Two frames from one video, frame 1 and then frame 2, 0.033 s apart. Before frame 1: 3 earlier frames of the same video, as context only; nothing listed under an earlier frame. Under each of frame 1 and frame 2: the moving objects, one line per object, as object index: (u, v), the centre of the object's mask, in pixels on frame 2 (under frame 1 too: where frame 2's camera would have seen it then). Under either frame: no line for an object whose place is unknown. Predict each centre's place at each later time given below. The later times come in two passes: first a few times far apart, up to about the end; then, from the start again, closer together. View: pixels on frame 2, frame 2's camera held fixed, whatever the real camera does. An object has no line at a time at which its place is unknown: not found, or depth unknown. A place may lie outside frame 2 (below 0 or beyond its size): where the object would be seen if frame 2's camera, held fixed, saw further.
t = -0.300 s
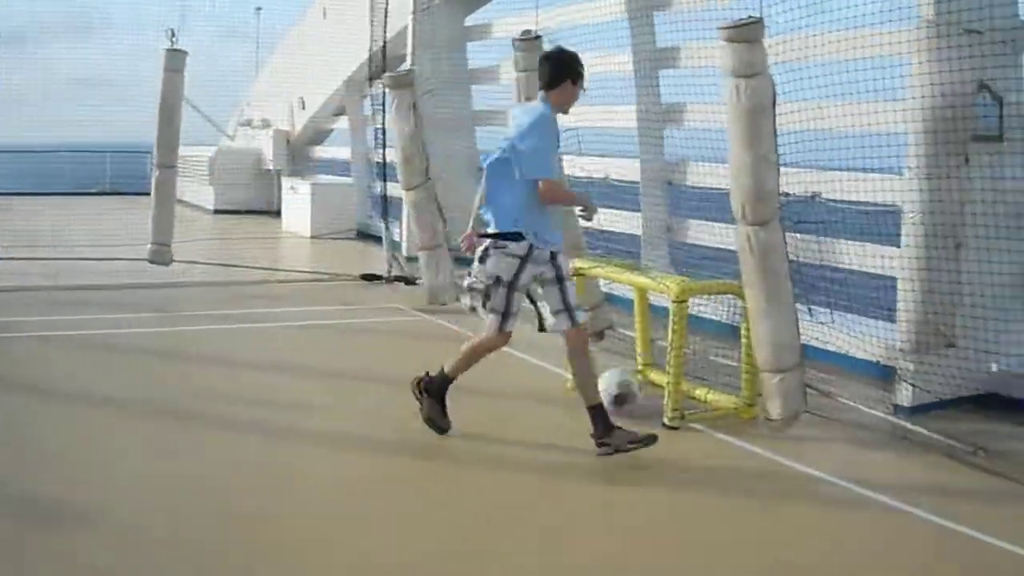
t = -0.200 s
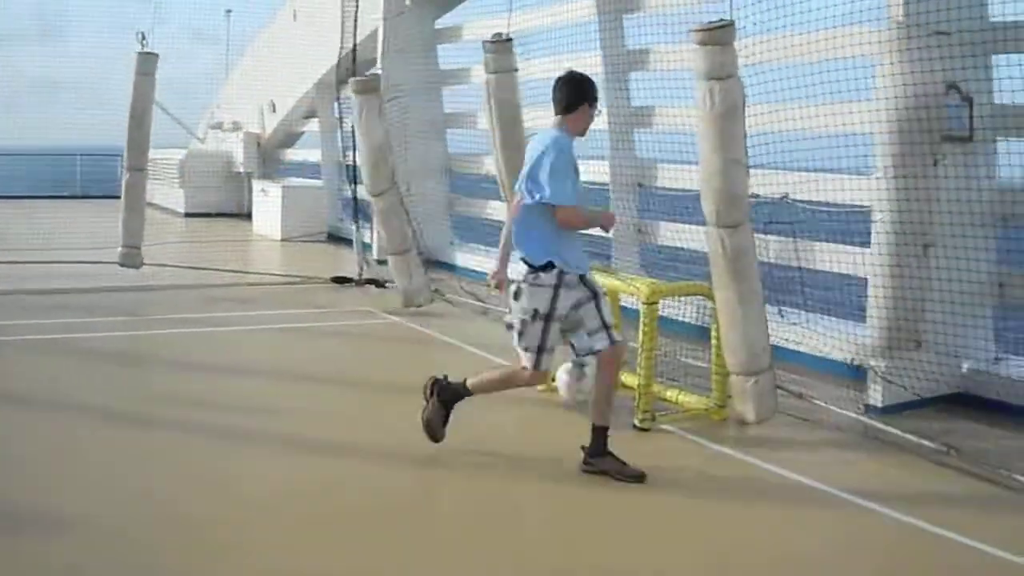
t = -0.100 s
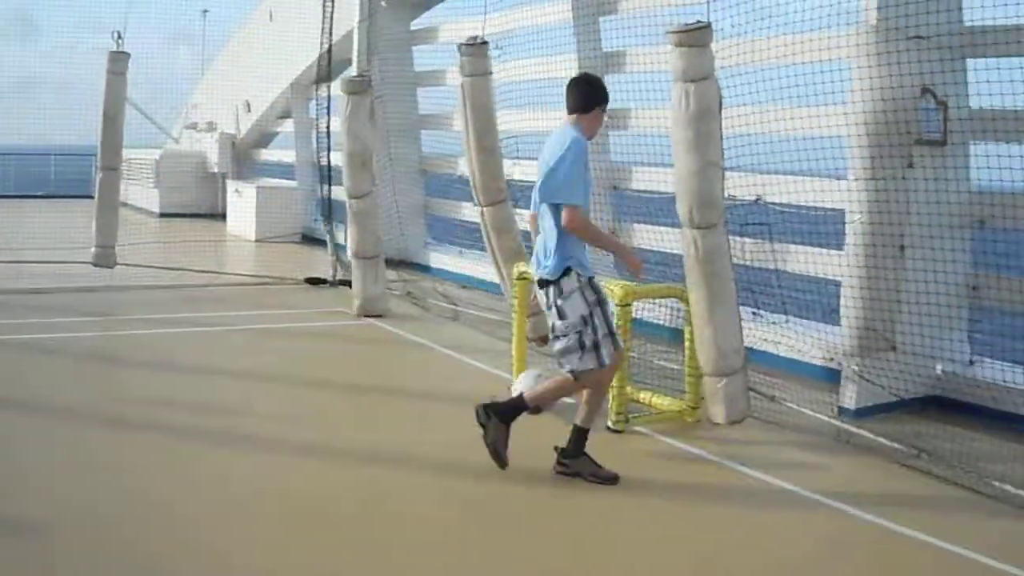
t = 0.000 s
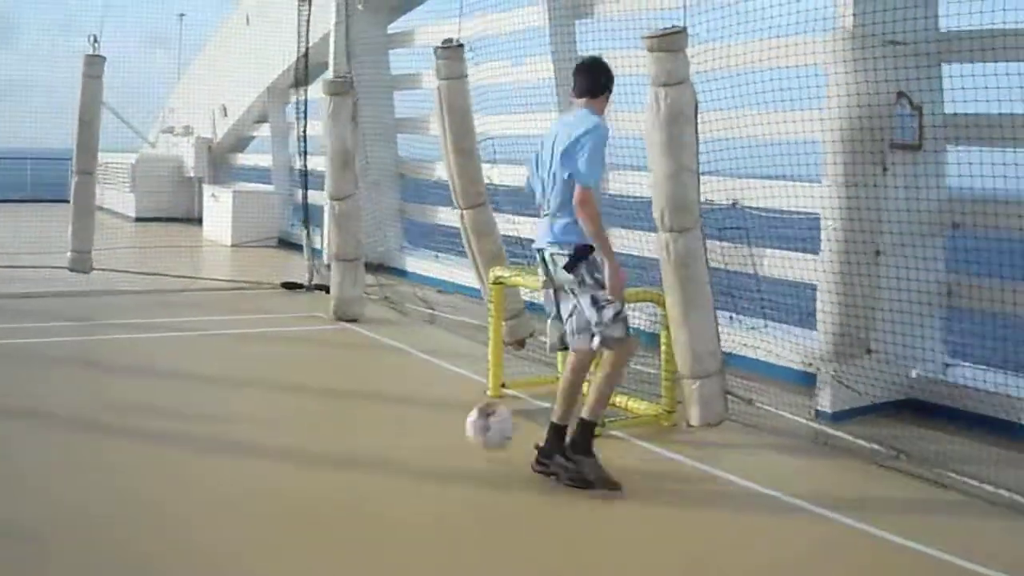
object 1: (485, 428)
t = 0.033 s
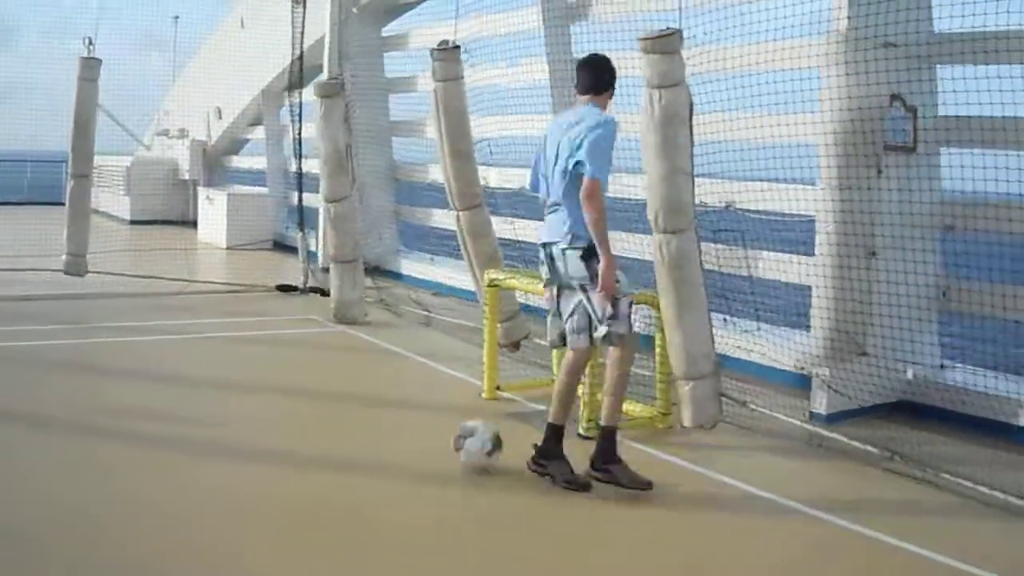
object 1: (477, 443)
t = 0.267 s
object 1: (415, 466)
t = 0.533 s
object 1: (313, 532)
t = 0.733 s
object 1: (212, 569)
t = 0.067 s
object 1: (470, 445)
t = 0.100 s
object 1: (462, 444)
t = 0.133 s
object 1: (453, 443)
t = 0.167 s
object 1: (443, 445)
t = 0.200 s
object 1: (434, 449)
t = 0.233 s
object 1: (424, 455)
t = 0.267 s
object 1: (415, 466)
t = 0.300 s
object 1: (403, 480)
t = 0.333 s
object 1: (392, 495)
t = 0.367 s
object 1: (381, 494)
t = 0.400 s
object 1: (369, 494)
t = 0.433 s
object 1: (356, 498)
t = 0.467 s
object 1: (344, 506)
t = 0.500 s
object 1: (329, 516)
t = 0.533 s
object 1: (313, 532)
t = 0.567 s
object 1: (300, 538)
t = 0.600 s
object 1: (283, 542)
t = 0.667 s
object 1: (250, 554)
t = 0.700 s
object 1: (232, 562)
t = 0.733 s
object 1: (212, 569)
